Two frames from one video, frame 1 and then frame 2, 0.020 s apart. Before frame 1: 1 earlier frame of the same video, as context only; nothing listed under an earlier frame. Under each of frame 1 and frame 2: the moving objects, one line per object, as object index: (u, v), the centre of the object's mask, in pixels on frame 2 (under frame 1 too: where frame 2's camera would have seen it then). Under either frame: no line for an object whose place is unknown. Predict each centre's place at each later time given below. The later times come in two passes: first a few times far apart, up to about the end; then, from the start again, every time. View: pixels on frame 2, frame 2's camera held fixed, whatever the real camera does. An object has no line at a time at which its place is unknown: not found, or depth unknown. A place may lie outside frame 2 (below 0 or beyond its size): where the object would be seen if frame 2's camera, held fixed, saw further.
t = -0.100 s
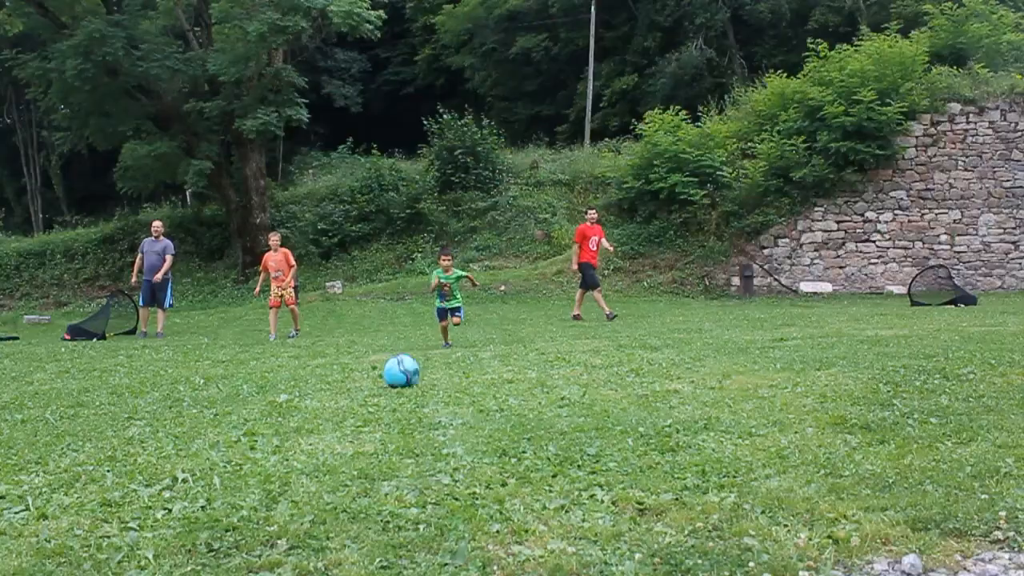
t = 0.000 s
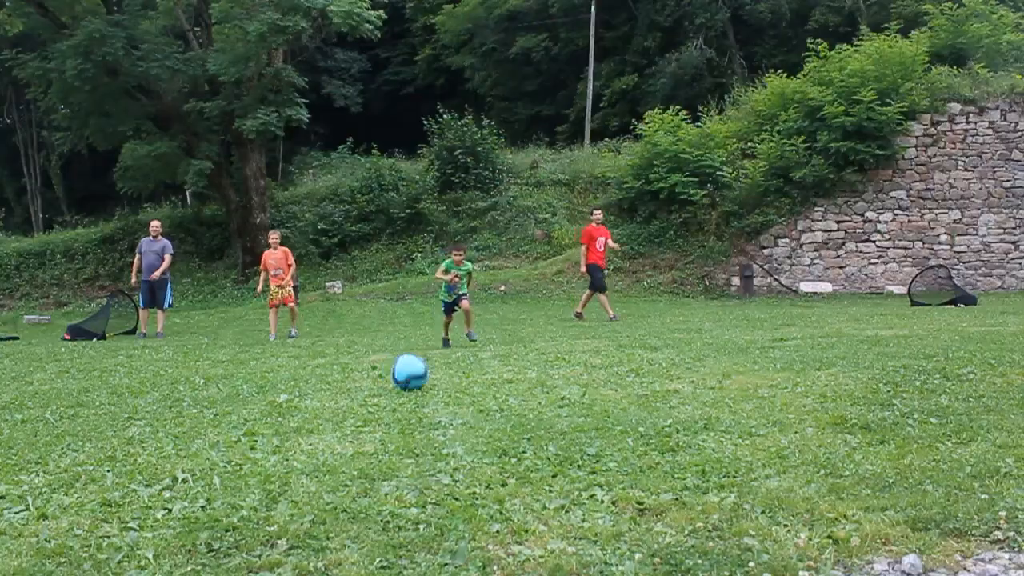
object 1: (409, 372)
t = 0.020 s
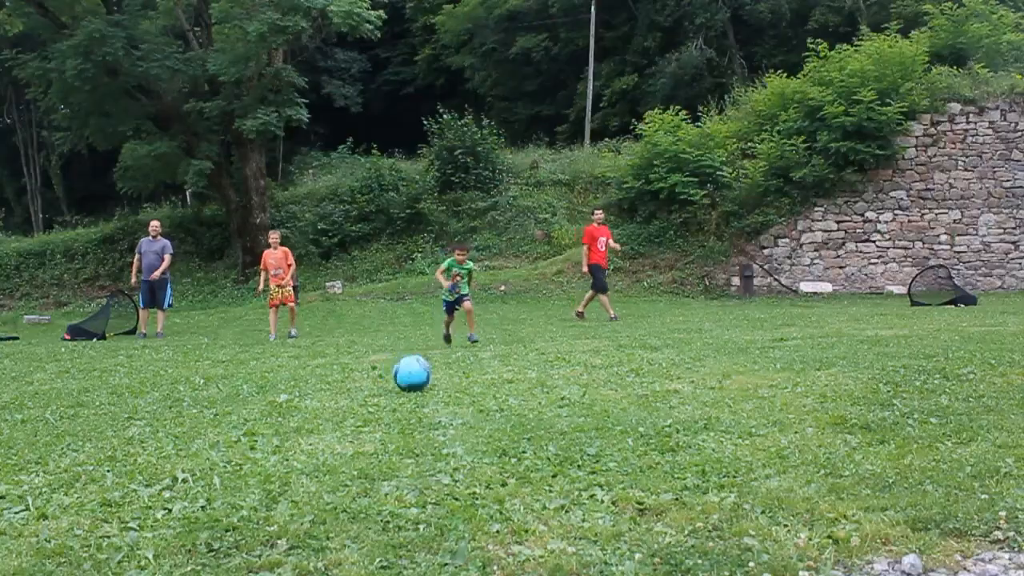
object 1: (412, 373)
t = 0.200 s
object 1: (428, 380)
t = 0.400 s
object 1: (445, 388)
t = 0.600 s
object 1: (463, 396)
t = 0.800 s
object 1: (485, 404)
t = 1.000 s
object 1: (506, 413)
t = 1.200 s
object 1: (527, 430)
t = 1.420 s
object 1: (553, 445)
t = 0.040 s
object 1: (413, 373)
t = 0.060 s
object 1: (416, 375)
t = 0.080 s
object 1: (417, 376)
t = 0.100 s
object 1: (419, 377)
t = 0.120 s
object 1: (421, 377)
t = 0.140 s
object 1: (422, 377)
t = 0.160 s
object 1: (425, 378)
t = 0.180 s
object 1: (427, 379)
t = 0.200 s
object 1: (428, 380)
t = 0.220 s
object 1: (430, 381)
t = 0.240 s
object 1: (431, 382)
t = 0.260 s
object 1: (433, 382)
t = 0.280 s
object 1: (434, 382)
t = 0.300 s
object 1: (436, 382)
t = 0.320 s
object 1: (438, 382)
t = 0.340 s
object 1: (440, 383)
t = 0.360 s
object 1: (441, 384)
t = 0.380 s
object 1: (443, 386)
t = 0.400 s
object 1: (445, 388)
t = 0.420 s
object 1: (447, 389)
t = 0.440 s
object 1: (449, 389)
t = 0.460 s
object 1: (451, 388)
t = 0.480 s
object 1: (452, 388)
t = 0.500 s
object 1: (455, 389)
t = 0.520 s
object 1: (456, 390)
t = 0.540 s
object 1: (458, 392)
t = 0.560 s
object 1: (460, 394)
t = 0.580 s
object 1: (462, 396)
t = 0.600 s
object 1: (463, 396)
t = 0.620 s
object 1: (465, 396)
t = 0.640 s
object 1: (467, 397)
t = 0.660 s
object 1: (470, 397)
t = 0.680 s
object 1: (472, 397)
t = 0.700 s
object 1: (474, 399)
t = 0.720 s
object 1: (476, 401)
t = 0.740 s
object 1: (478, 403)
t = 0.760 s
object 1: (481, 404)
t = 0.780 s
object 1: (483, 404)
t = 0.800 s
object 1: (485, 404)
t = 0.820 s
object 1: (487, 403)
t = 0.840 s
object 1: (489, 403)
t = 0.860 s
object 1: (491, 403)
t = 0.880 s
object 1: (494, 405)
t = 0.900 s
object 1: (496, 407)
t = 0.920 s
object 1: (498, 410)
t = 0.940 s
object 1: (500, 412)
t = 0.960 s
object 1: (502, 413)
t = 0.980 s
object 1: (504, 413)
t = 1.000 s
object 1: (506, 413)
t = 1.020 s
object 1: (508, 414)
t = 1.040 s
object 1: (510, 415)
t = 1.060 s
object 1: (512, 417)
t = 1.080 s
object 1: (515, 418)
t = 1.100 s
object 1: (517, 420)
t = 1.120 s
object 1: (519, 422)
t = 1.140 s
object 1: (521, 423)
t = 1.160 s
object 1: (523, 425)
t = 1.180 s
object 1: (525, 428)
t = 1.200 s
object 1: (527, 430)
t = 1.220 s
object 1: (529, 430)
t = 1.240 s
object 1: (531, 431)
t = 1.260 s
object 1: (533, 432)
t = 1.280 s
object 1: (535, 433)
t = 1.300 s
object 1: (538, 434)
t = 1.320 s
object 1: (541, 435)
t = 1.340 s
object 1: (543, 437)
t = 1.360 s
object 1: (545, 439)
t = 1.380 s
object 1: (548, 441)
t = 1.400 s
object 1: (551, 444)
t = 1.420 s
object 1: (553, 445)
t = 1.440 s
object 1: (555, 447)
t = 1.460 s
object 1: (557, 449)
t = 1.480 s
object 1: (559, 450)
